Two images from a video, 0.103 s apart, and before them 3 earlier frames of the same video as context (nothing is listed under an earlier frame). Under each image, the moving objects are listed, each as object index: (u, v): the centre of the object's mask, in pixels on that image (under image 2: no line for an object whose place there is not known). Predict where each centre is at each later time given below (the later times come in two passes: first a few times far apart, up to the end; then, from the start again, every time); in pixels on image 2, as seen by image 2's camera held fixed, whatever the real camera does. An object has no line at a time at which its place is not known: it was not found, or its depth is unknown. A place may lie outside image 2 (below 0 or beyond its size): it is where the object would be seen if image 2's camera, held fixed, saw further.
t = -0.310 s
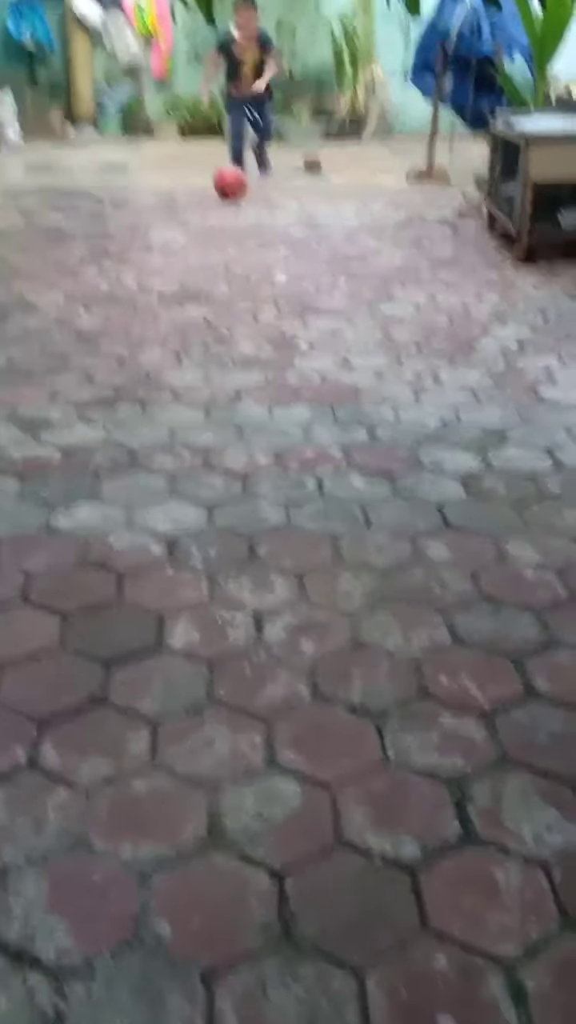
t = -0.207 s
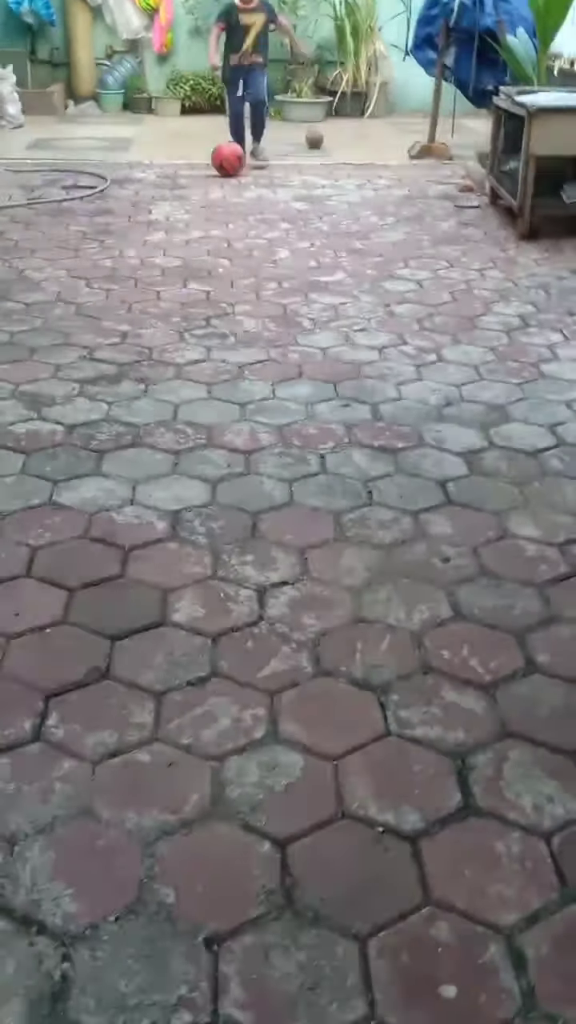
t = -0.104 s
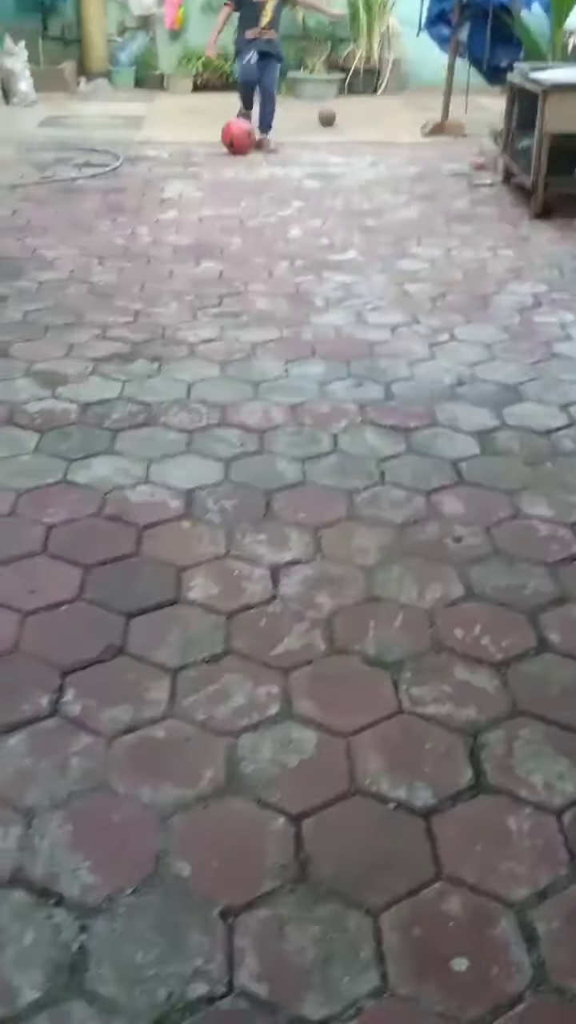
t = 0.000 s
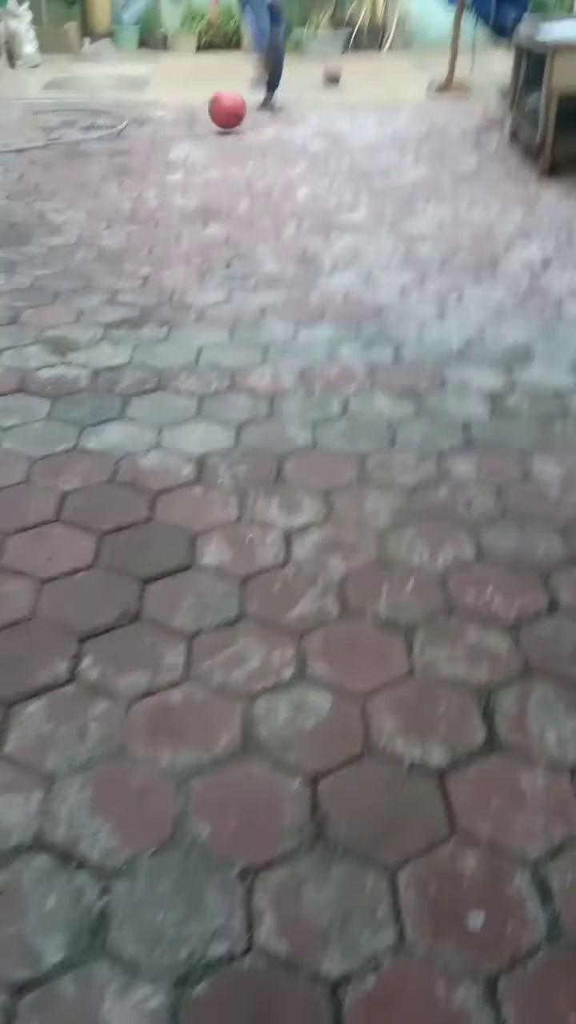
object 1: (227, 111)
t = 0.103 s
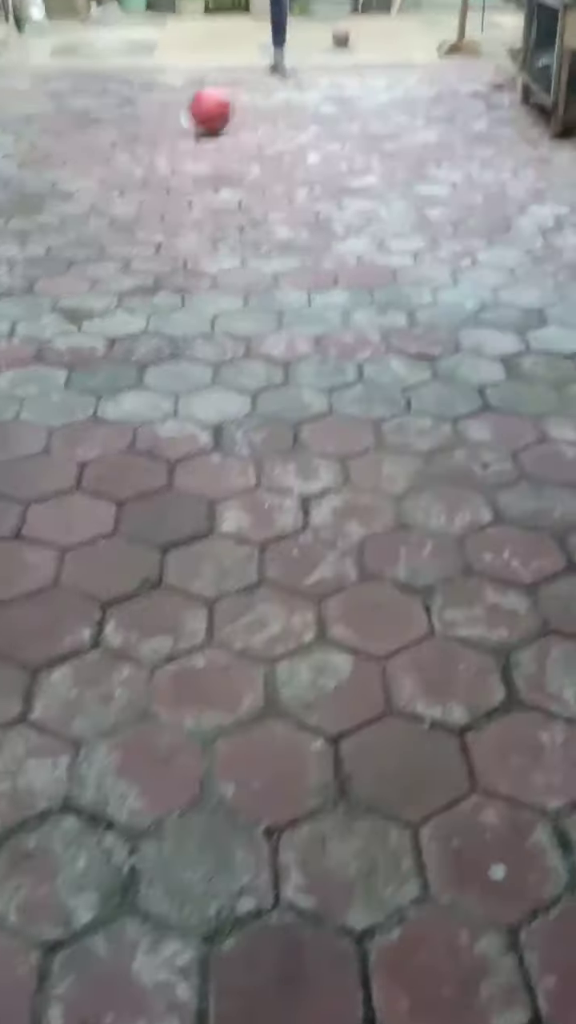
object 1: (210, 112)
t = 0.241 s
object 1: (161, 168)
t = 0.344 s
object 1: (116, 229)
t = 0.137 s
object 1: (199, 125)
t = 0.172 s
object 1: (188, 139)
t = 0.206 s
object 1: (174, 153)
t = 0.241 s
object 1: (161, 168)
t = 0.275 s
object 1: (146, 185)
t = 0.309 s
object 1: (131, 207)
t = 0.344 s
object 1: (116, 229)
